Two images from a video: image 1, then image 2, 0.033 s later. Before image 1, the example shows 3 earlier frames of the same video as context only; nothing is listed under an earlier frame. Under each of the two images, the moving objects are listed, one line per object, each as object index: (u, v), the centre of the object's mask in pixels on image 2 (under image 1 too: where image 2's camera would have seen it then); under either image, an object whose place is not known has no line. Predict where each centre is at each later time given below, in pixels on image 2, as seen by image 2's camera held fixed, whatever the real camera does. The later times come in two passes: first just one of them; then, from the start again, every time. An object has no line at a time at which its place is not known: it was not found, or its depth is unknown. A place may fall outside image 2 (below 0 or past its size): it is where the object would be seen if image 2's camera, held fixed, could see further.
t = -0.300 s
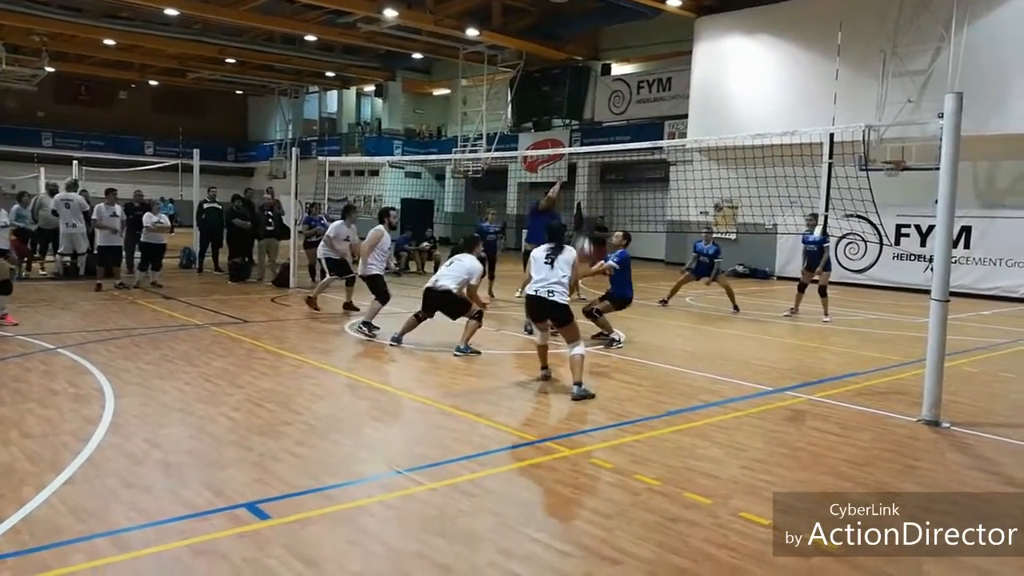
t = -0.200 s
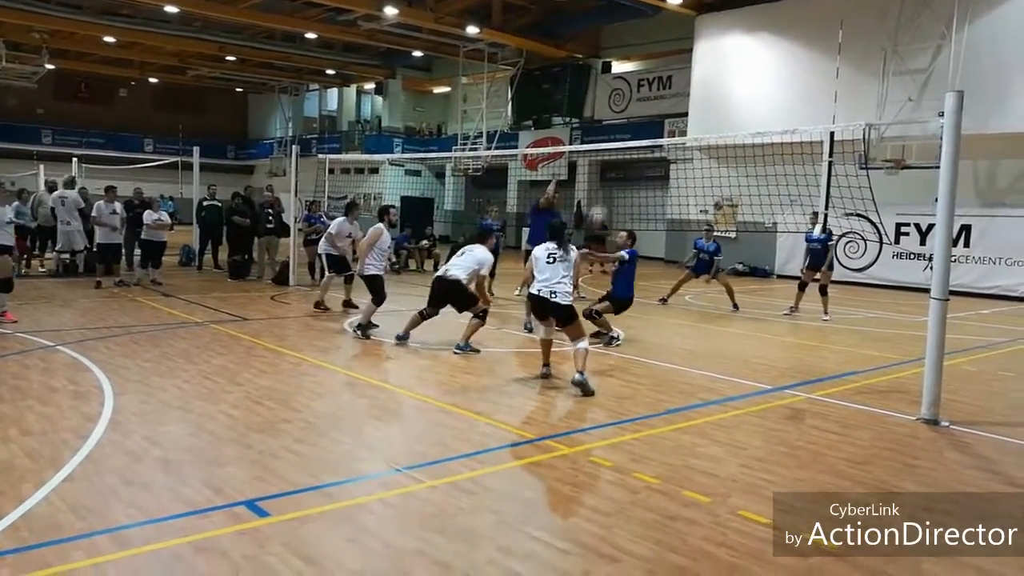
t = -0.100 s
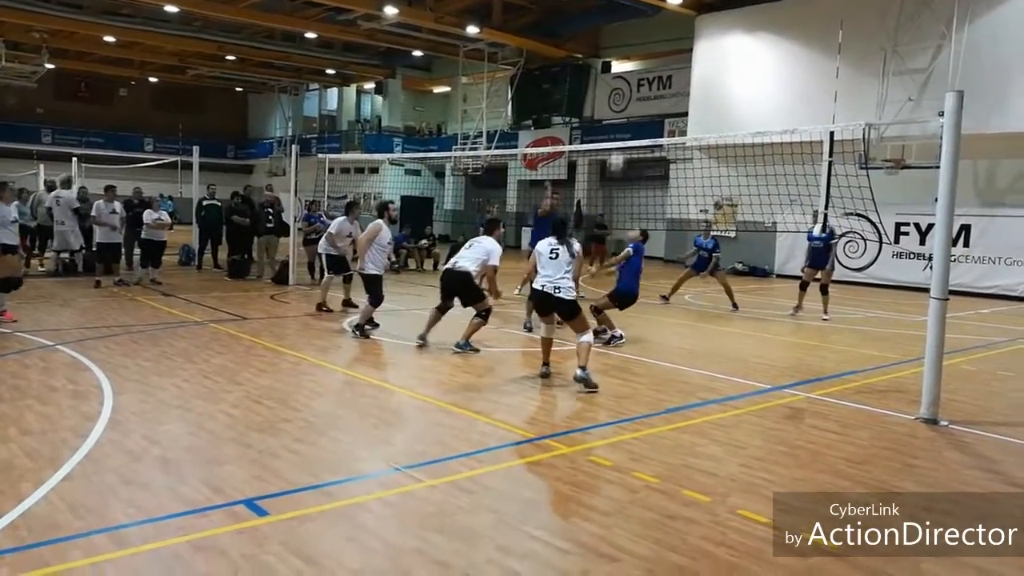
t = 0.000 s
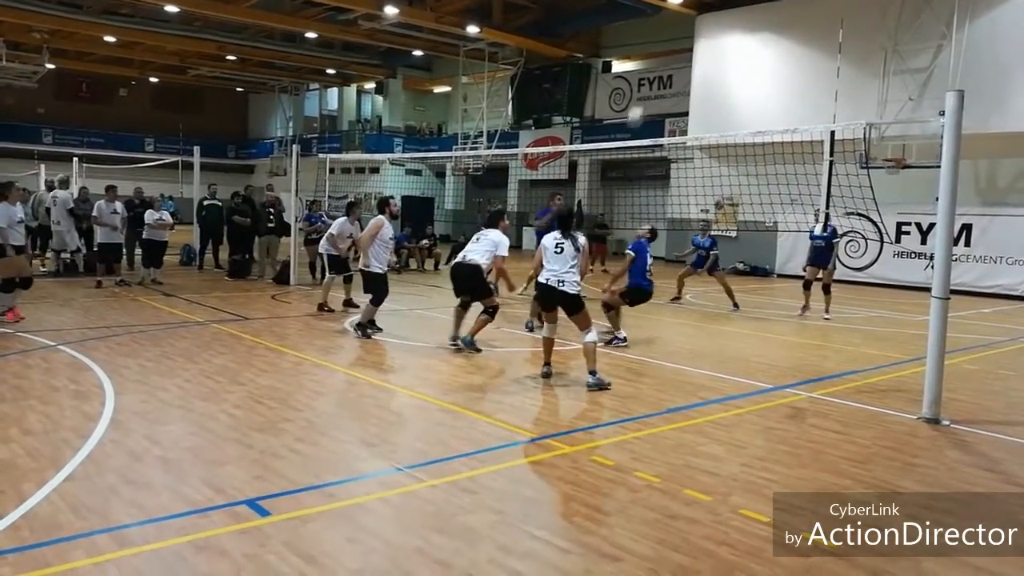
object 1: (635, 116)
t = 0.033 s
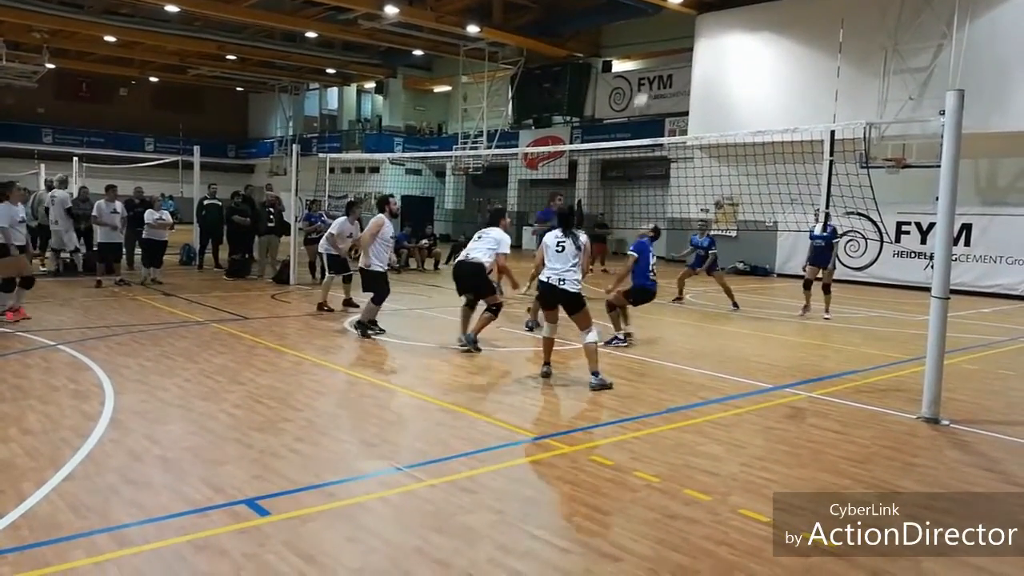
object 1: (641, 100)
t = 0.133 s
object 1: (659, 66)
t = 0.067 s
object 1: (646, 89)
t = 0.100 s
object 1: (653, 77)
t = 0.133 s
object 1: (659, 66)
